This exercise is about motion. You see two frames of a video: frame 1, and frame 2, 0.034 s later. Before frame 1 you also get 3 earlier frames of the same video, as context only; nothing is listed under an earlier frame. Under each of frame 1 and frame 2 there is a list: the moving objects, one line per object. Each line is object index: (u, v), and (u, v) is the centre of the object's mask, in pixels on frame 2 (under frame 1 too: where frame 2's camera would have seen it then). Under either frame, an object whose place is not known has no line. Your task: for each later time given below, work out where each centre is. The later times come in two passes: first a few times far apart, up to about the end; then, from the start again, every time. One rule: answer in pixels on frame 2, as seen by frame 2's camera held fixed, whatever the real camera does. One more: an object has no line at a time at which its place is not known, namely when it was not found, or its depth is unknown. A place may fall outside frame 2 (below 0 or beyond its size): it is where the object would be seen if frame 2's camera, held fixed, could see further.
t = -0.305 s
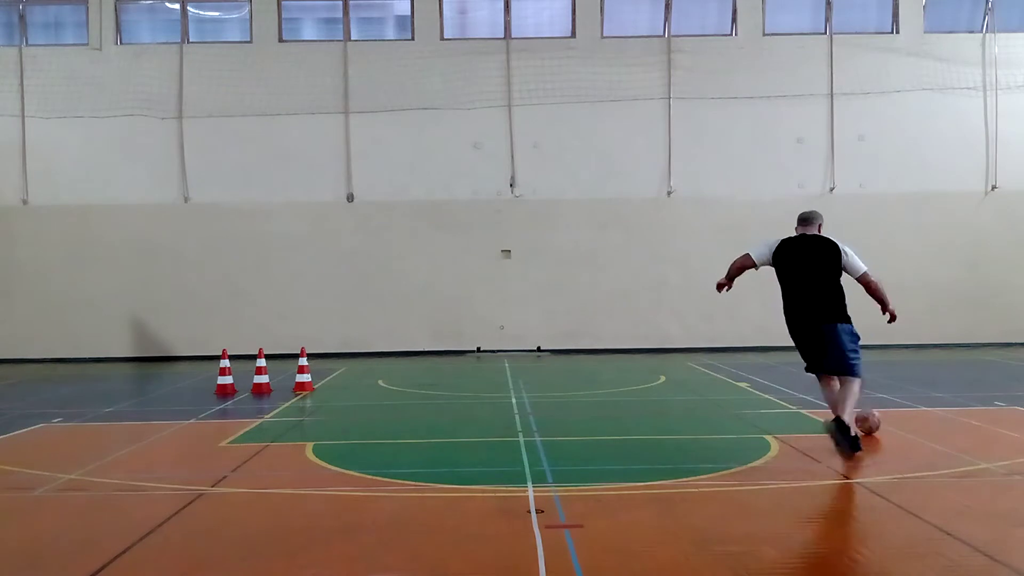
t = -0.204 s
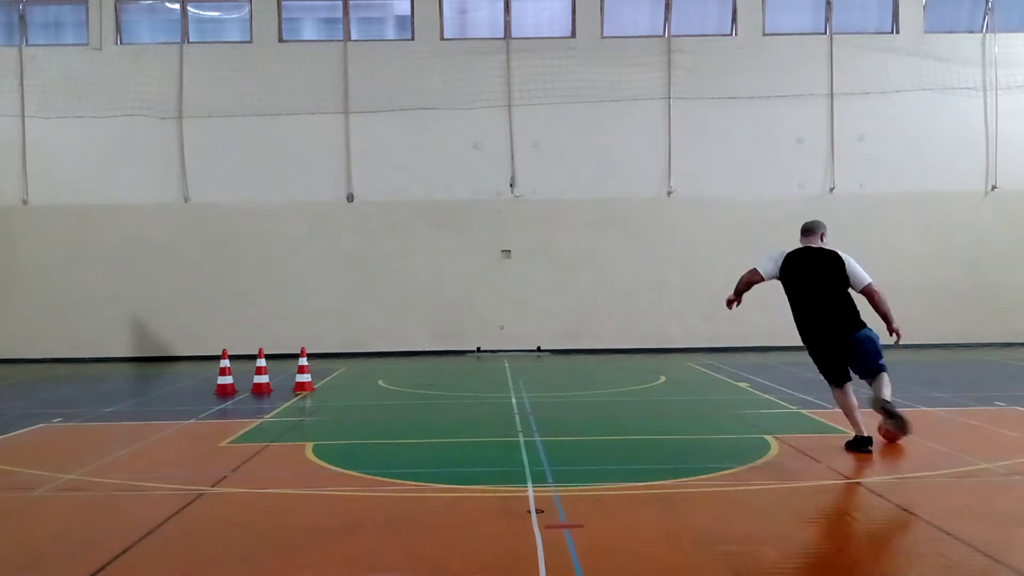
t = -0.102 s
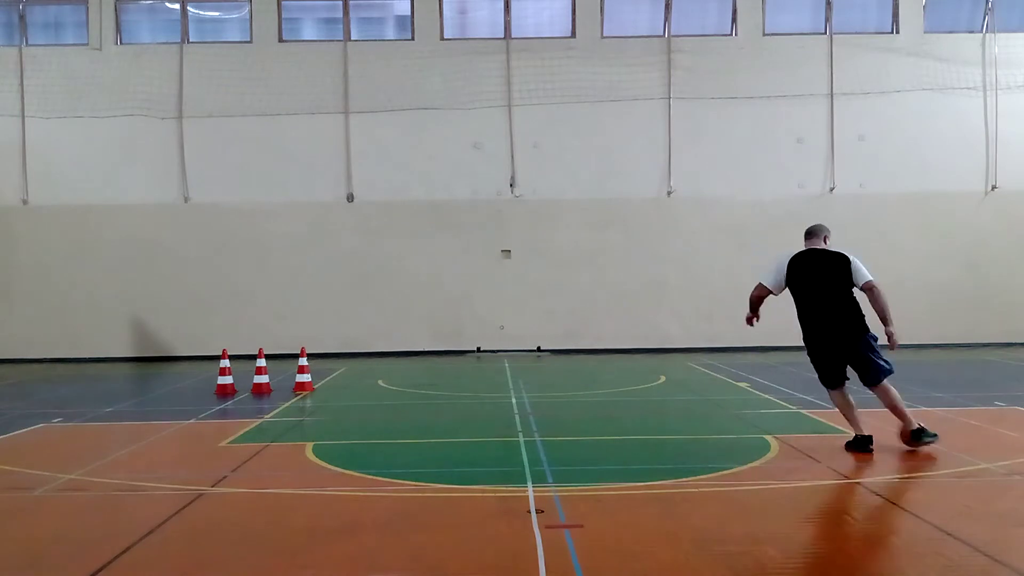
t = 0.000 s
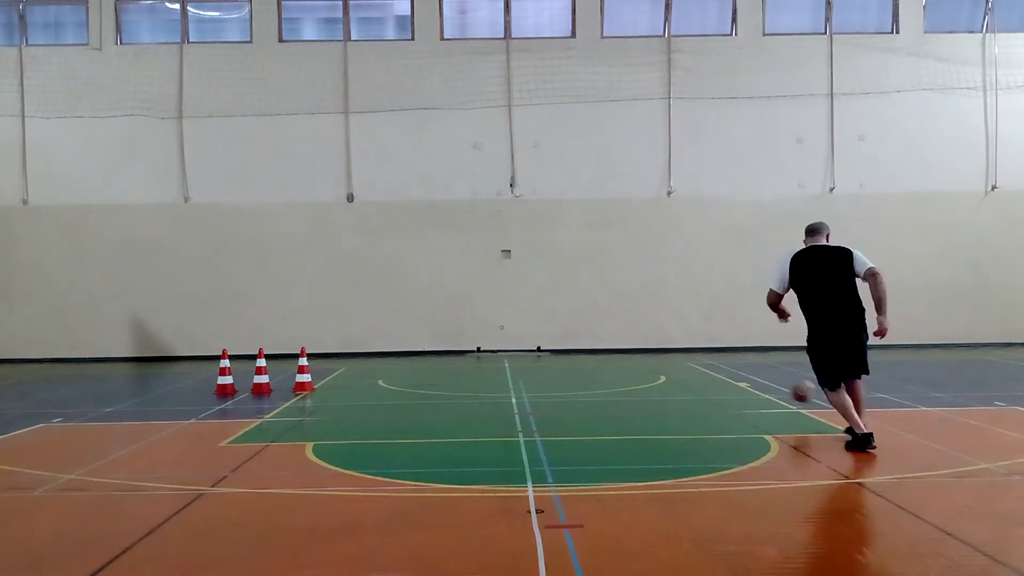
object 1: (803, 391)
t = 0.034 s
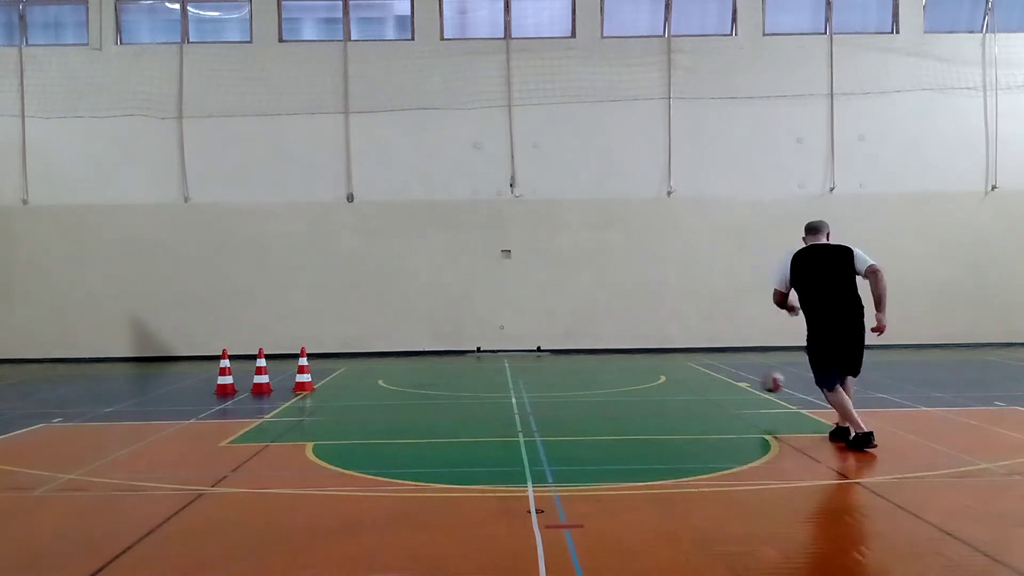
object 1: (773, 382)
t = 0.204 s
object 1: (660, 363)
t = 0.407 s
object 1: (578, 357)
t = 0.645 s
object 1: (519, 347)
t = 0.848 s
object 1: (508, 344)
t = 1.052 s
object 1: (501, 353)
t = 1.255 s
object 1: (497, 359)
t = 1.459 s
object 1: (494, 363)
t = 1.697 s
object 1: (490, 366)
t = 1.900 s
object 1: (488, 370)
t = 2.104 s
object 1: (485, 374)
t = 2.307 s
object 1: (482, 378)
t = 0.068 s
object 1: (745, 375)
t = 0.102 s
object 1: (720, 371)
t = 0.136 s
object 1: (698, 367)
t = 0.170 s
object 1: (678, 364)
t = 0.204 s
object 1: (660, 363)
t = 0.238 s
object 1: (643, 363)
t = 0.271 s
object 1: (626, 363)
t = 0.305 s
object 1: (612, 365)
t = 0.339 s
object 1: (598, 367)
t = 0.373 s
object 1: (588, 360)
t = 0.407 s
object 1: (578, 357)
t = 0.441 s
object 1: (568, 354)
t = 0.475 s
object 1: (558, 352)
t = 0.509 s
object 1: (550, 351)
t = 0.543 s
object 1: (542, 351)
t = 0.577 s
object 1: (534, 351)
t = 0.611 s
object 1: (526, 350)
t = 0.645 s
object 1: (519, 347)
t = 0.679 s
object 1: (513, 345)
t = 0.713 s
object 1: (513, 344)
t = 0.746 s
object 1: (511, 343)
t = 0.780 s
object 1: (510, 343)
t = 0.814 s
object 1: (509, 343)
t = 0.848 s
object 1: (508, 344)
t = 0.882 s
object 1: (506, 346)
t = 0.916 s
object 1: (505, 349)
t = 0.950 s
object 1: (504, 352)
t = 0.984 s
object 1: (503, 354)
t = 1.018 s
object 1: (502, 353)
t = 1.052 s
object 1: (501, 353)
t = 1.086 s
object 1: (501, 354)
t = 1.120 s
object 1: (499, 355)
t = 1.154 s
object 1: (499, 358)
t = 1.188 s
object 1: (498, 358)
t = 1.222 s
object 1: (498, 357)
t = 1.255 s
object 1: (497, 359)
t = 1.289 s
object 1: (496, 360)
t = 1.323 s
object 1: (496, 360)
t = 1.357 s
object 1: (496, 360)
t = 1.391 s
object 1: (495, 362)
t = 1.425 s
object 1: (494, 361)
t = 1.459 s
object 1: (494, 363)
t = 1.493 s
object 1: (493, 363)
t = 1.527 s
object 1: (492, 364)
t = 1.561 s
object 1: (492, 364)
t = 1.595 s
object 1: (491, 365)
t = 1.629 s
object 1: (491, 366)
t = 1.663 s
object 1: (491, 365)
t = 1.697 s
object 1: (490, 366)
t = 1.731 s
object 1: (490, 367)
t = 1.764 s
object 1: (489, 367)
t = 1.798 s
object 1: (488, 368)
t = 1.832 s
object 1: (488, 369)
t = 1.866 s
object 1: (488, 369)
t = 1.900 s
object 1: (488, 370)
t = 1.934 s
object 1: (487, 370)
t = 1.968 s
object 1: (486, 371)
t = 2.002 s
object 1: (486, 372)
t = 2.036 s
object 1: (485, 372)
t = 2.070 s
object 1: (485, 373)
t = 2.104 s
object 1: (485, 374)
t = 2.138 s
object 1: (484, 374)
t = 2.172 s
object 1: (484, 375)
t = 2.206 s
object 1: (483, 375)
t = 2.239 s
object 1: (483, 377)
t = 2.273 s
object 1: (482, 377)
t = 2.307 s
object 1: (482, 378)
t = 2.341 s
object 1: (481, 378)
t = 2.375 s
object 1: (481, 379)
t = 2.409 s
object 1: (480, 379)
